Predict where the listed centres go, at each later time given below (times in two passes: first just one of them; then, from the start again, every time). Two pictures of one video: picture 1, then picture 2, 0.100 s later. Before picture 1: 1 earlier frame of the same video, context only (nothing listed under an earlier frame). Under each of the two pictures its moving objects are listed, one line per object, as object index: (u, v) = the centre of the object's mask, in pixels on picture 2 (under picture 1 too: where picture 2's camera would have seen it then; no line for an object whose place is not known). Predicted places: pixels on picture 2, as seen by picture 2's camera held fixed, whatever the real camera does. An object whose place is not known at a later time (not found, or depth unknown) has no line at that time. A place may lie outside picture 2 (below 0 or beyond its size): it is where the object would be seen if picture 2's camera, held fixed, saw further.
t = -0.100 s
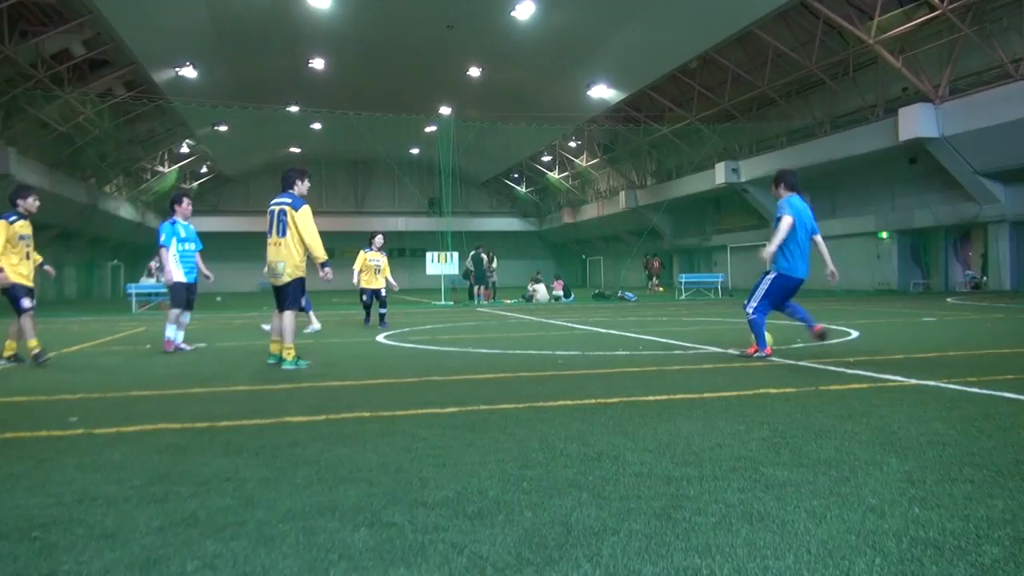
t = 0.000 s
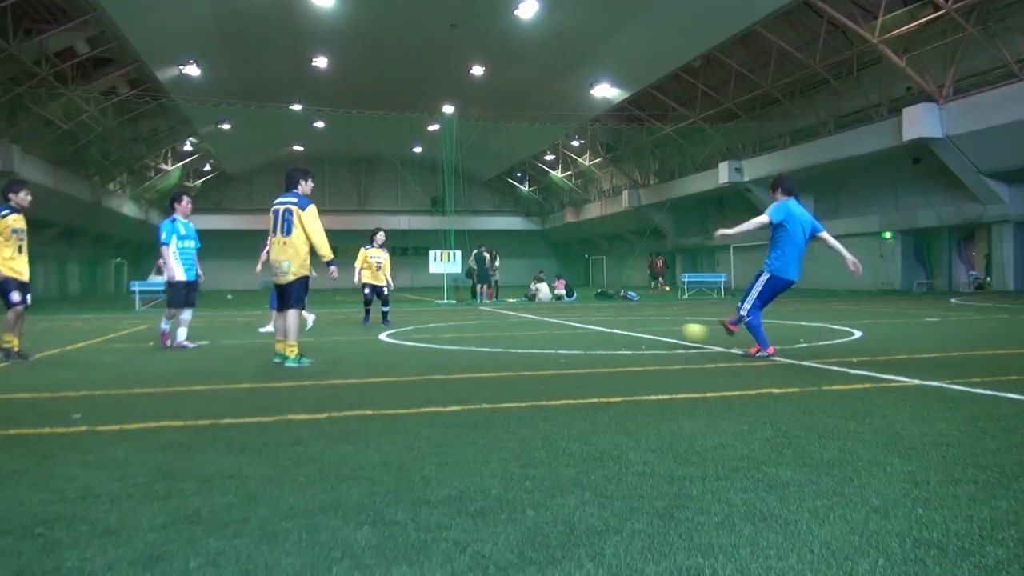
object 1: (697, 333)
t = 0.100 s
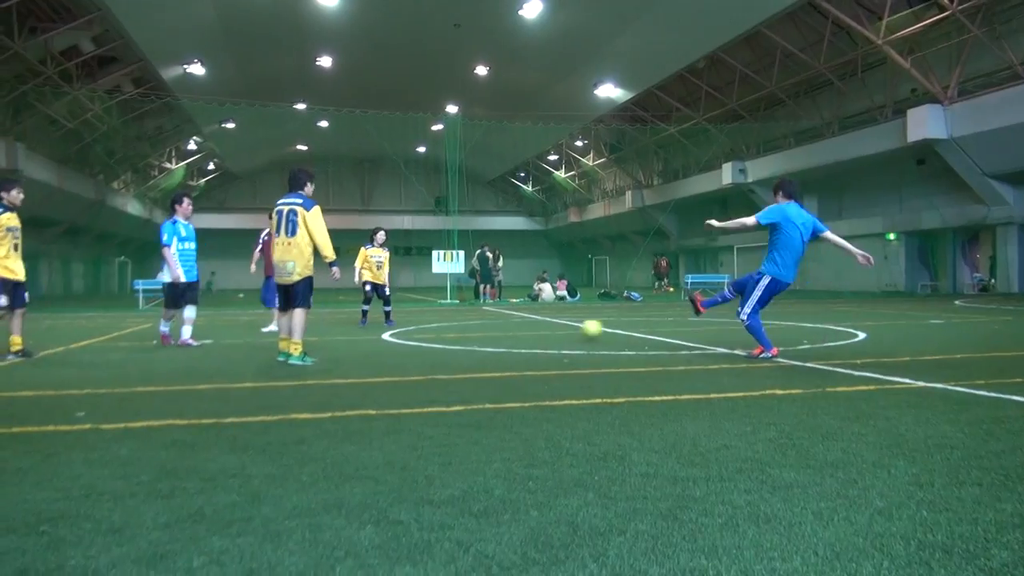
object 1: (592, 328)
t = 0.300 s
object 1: (445, 324)
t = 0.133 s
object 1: (561, 328)
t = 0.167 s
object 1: (533, 330)
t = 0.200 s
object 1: (508, 327)
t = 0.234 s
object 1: (486, 325)
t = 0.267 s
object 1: (465, 324)
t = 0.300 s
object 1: (445, 324)
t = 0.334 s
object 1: (426, 325)
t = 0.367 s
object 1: (409, 324)
